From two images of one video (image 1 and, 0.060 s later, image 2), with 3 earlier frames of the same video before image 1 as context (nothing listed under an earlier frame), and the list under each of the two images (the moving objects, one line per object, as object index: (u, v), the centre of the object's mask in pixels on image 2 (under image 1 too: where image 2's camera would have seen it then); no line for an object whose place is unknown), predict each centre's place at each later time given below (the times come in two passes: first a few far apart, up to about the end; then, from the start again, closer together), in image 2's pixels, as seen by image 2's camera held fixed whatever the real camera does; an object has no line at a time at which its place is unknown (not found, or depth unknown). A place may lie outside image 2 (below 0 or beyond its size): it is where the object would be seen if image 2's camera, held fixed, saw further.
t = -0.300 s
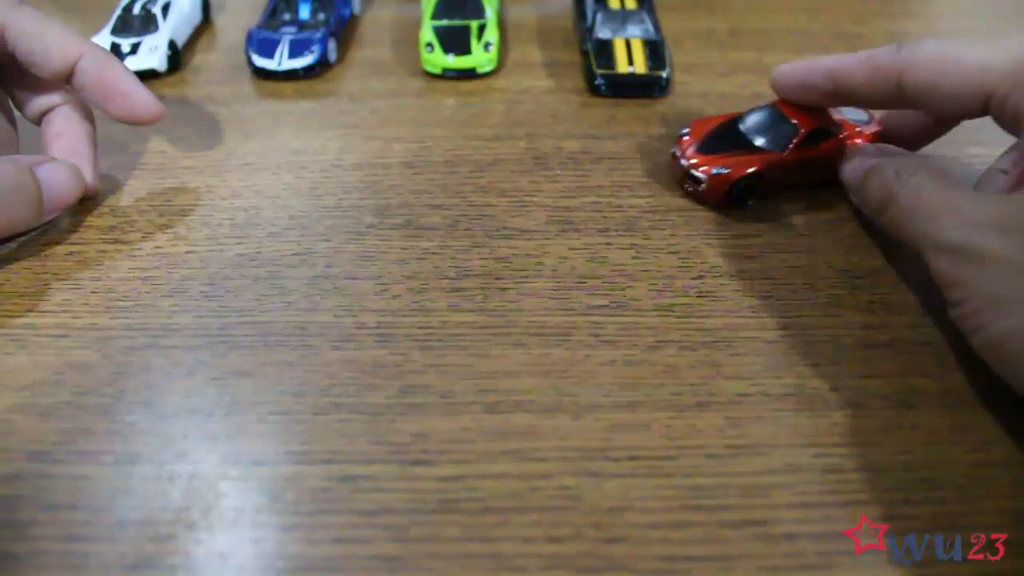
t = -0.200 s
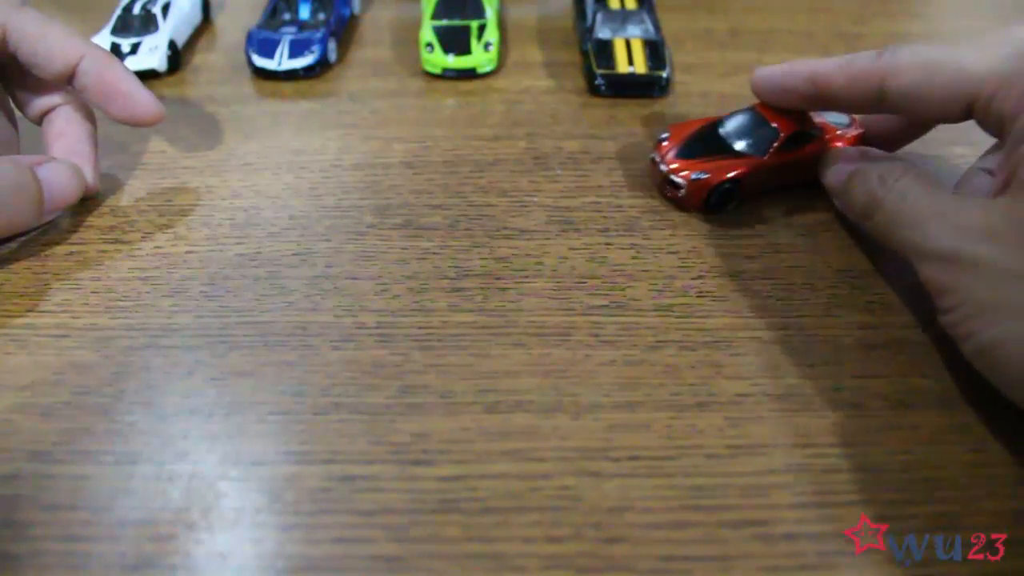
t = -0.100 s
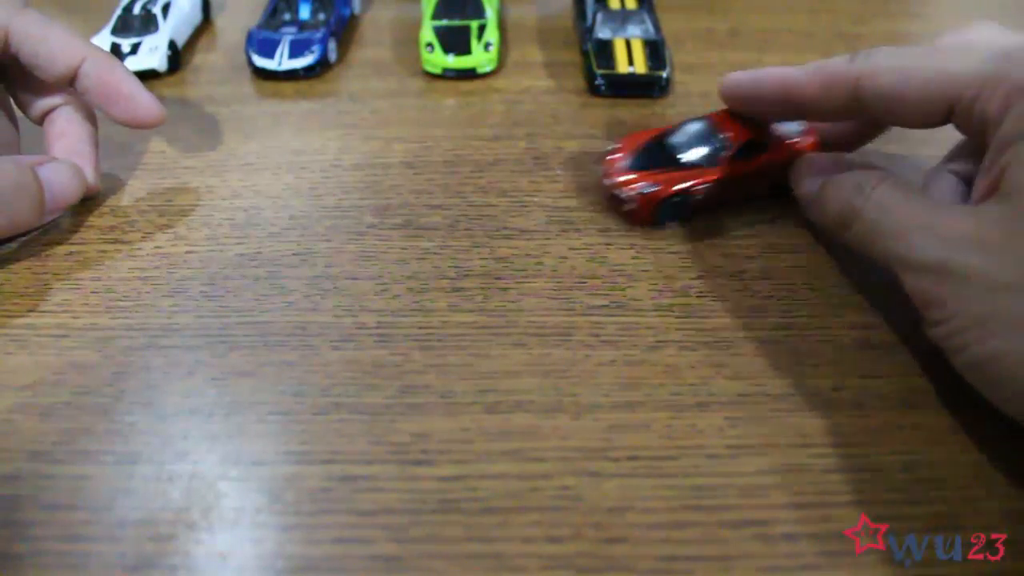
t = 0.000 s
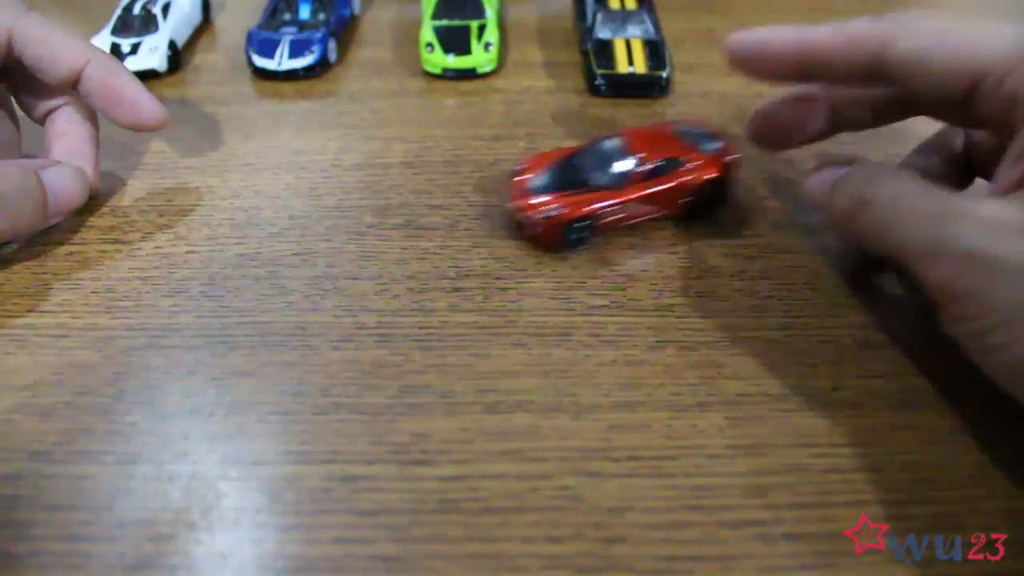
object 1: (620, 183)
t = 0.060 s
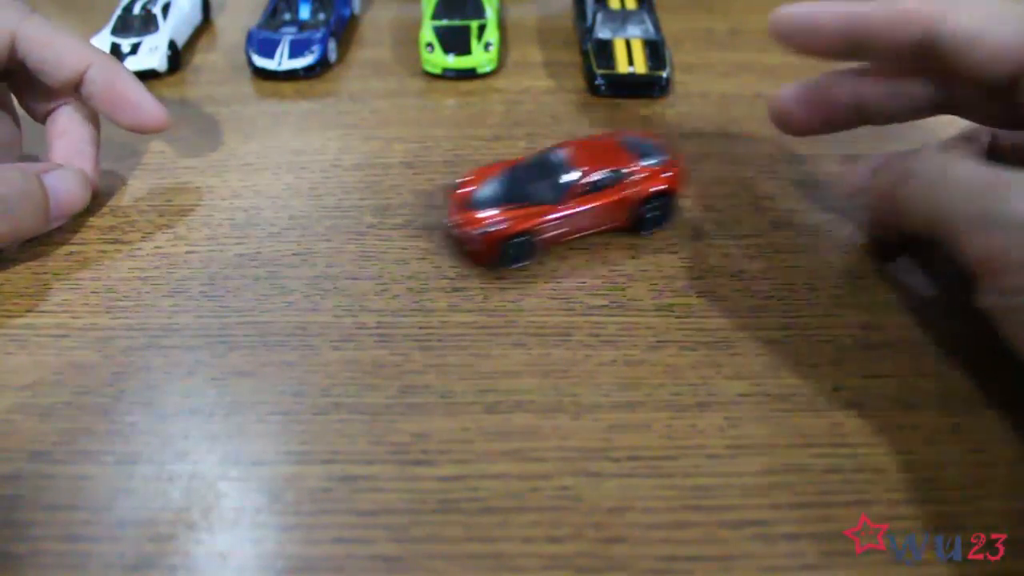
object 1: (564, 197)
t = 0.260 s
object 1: (373, 245)
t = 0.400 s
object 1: (239, 281)
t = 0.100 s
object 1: (526, 206)
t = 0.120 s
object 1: (507, 210)
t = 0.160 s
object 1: (468, 220)
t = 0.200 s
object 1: (431, 230)
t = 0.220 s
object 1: (412, 235)
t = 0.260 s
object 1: (373, 245)
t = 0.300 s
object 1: (335, 255)
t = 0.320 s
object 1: (315, 260)
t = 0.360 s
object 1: (278, 271)
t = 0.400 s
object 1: (239, 281)
